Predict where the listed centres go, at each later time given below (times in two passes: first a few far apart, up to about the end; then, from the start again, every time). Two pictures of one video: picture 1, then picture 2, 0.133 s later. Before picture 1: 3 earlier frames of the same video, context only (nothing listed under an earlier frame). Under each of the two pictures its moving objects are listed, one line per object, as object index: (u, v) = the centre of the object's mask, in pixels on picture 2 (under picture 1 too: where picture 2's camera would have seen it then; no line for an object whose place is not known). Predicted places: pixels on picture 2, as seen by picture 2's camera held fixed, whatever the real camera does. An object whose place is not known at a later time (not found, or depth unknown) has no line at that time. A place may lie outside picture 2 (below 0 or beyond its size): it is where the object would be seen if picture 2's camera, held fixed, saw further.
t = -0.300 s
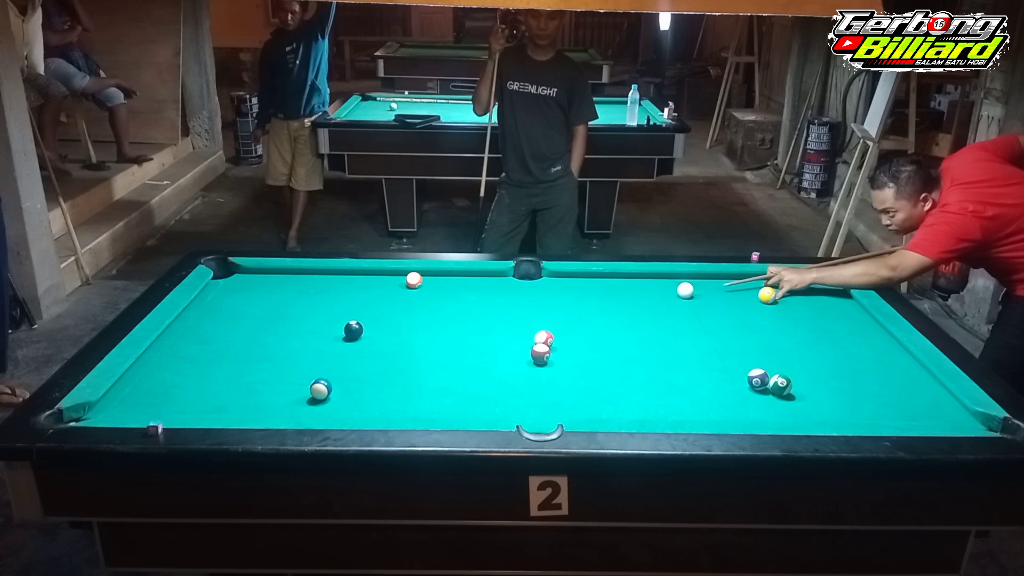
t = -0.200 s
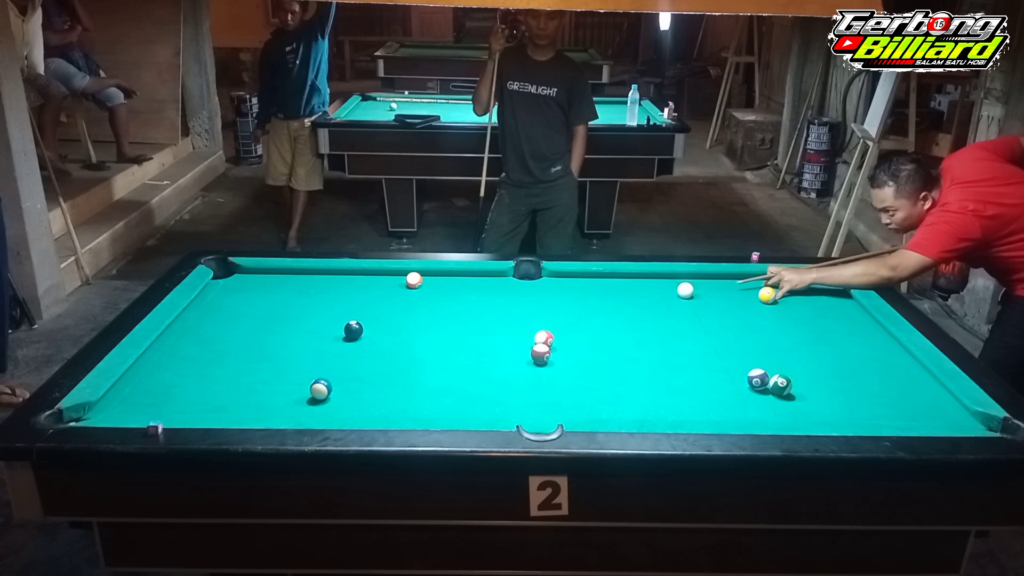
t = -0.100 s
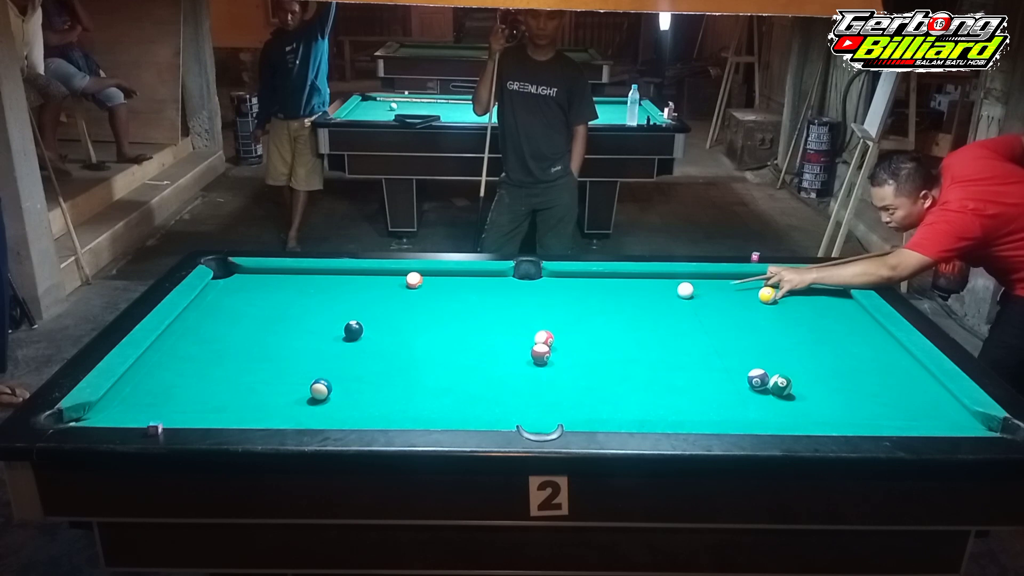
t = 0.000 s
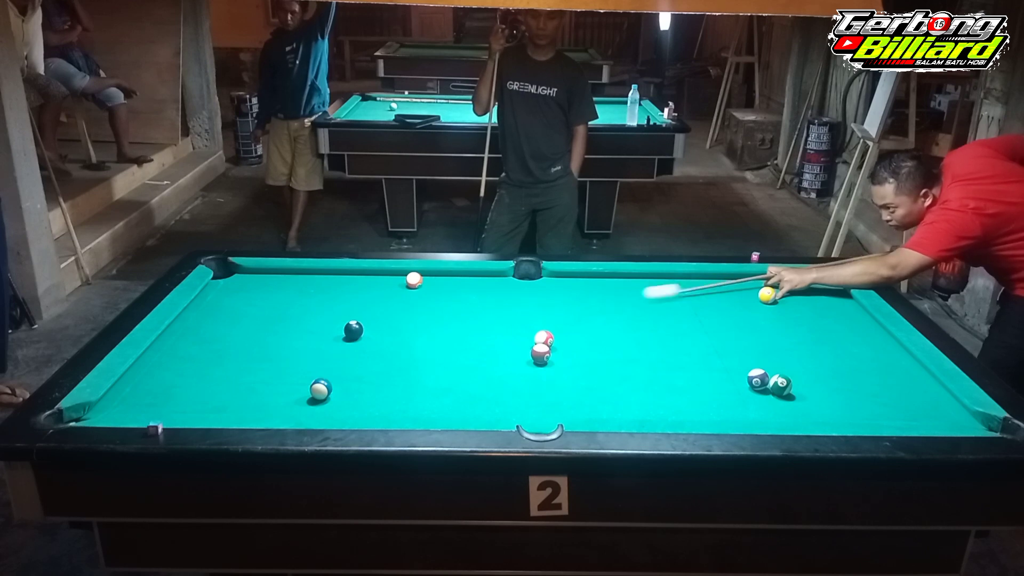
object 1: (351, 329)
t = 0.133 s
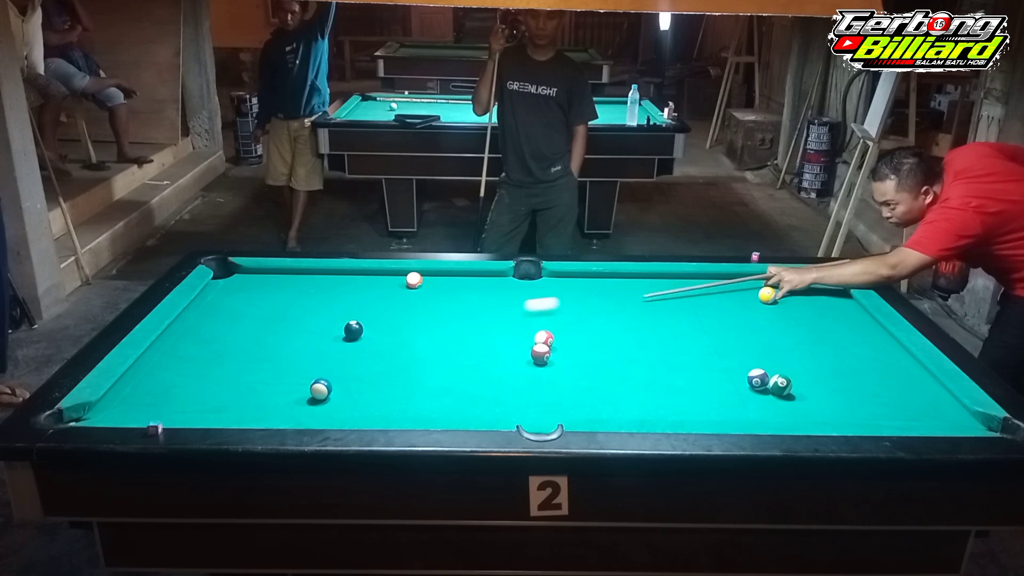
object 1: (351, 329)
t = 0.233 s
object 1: (351, 329)
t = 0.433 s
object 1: (310, 341)
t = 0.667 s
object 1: (207, 374)
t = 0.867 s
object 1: (109, 404)
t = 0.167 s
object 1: (351, 329)
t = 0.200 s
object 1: (351, 329)
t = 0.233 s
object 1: (351, 329)
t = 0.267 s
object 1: (351, 329)
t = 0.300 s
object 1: (351, 329)
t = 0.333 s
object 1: (351, 329)
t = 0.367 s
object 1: (345, 329)
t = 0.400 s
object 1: (327, 334)
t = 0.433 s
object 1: (310, 341)
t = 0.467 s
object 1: (295, 347)
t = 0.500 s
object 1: (280, 350)
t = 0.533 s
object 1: (267, 355)
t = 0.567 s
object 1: (252, 359)
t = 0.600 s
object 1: (238, 365)
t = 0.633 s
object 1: (222, 368)
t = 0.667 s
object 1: (207, 374)
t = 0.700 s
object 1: (191, 378)
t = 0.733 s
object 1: (175, 384)
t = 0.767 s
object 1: (158, 388)
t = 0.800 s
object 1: (143, 394)
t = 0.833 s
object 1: (126, 399)
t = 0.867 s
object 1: (109, 404)
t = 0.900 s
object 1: (91, 409)
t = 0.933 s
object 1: (74, 414)
